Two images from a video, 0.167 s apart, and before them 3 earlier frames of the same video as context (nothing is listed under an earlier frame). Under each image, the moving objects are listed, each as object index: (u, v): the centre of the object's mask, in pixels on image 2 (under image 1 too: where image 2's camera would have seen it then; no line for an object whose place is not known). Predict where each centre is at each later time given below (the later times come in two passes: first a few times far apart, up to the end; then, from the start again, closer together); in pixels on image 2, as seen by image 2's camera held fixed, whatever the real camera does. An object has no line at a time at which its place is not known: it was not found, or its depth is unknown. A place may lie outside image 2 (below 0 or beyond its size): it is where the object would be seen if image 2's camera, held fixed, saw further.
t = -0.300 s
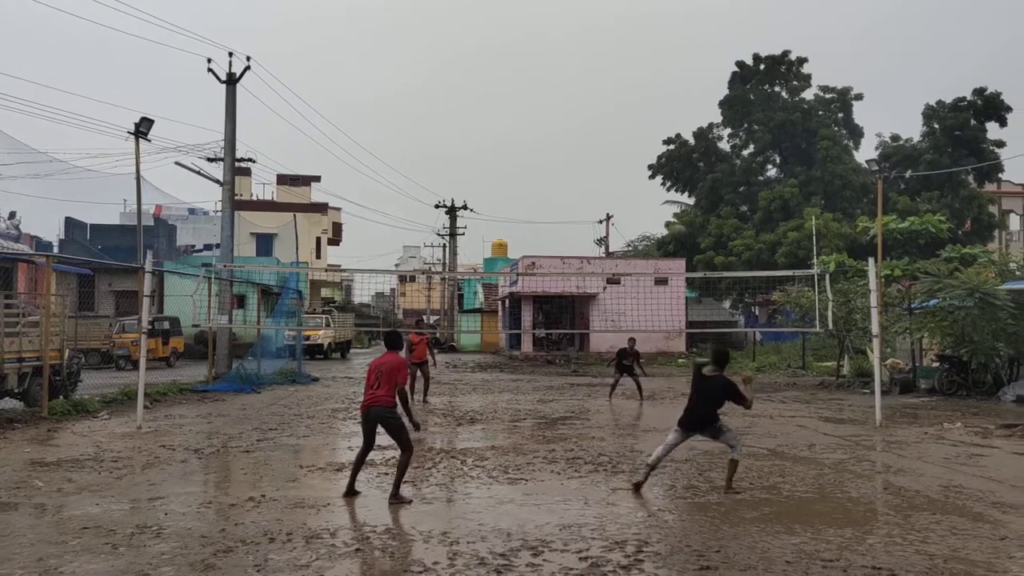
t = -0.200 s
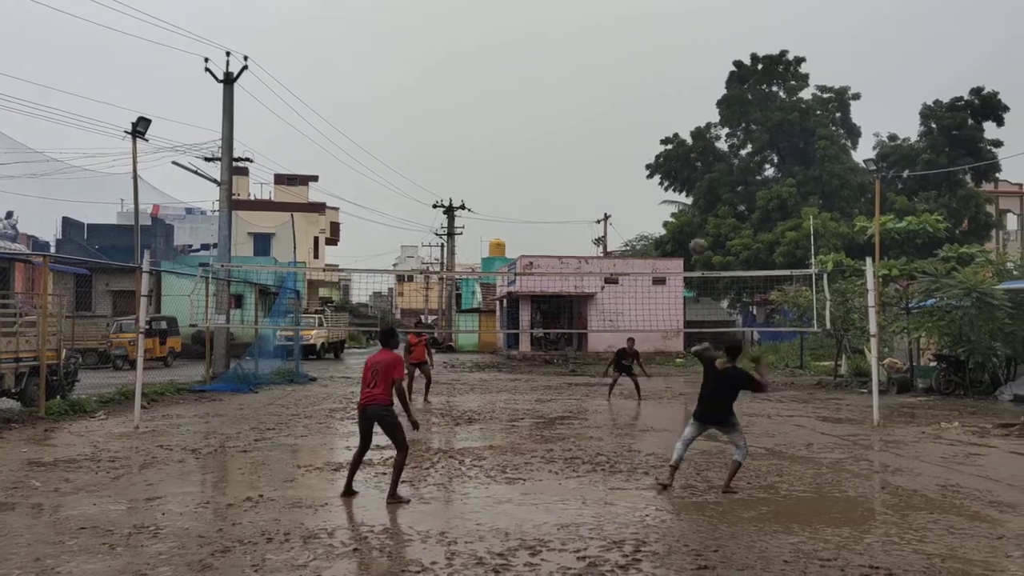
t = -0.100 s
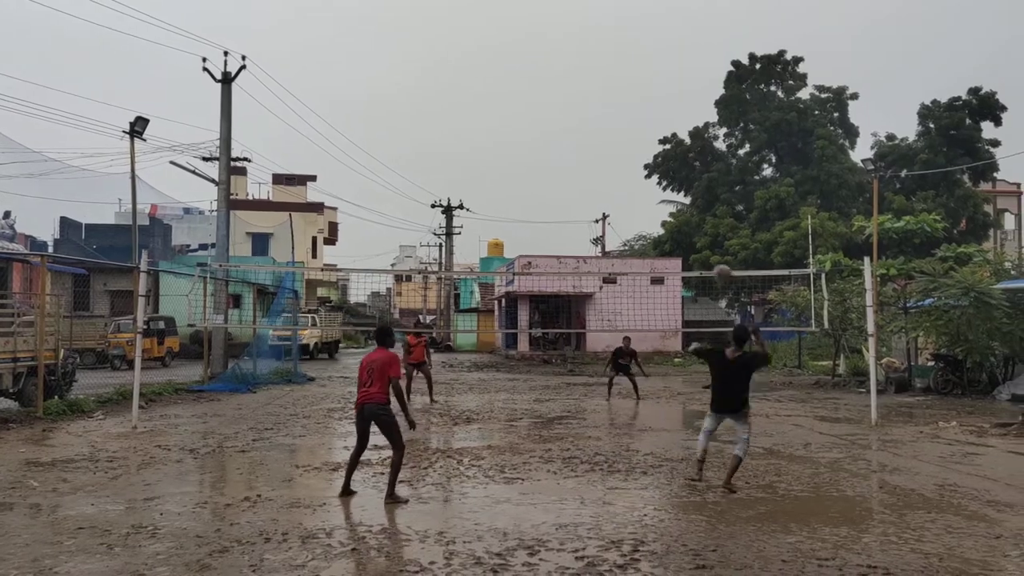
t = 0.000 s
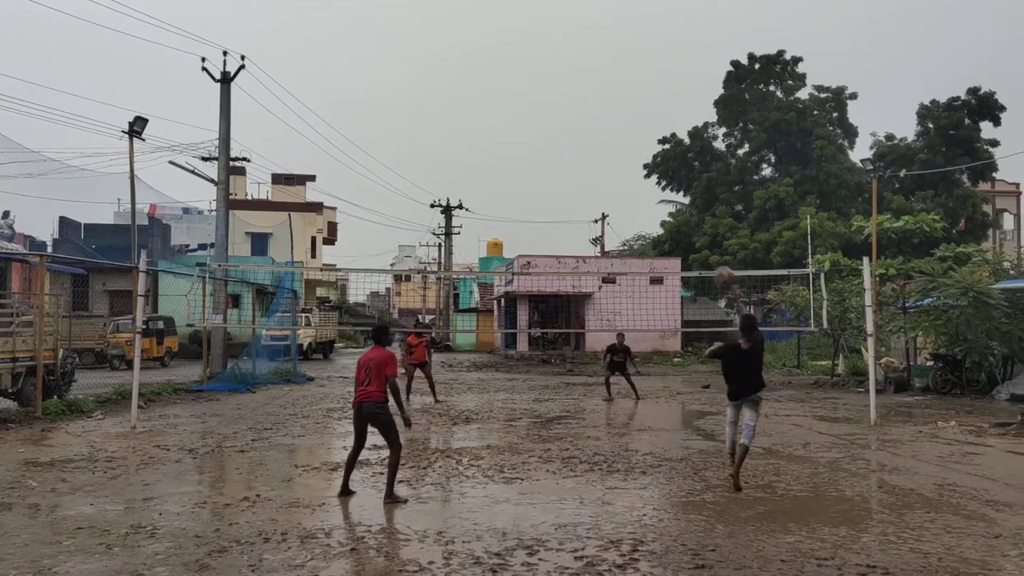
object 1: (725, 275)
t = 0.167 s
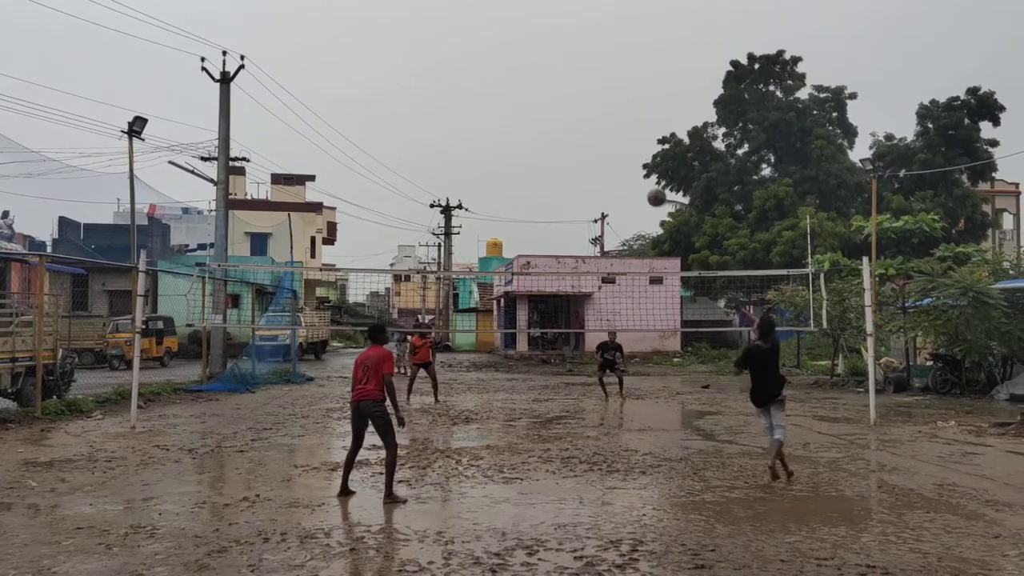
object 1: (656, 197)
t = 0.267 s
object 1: (620, 164)
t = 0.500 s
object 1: (540, 124)
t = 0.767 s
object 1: (459, 133)
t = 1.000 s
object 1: (396, 182)
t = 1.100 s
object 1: (371, 213)
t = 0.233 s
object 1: (632, 174)
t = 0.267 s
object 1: (620, 164)
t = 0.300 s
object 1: (608, 156)
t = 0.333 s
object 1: (596, 148)
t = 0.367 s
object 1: (585, 141)
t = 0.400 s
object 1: (573, 135)
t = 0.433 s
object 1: (562, 130)
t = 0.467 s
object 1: (550, 127)
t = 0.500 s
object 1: (540, 124)
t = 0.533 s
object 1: (529, 122)
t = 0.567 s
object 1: (519, 122)
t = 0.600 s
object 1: (509, 121)
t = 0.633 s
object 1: (499, 122)
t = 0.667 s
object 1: (489, 124)
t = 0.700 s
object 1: (479, 126)
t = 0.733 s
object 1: (469, 129)
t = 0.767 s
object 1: (459, 133)
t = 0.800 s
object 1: (450, 138)
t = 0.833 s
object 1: (440, 144)
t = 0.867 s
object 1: (431, 150)
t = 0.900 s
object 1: (422, 157)
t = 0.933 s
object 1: (413, 165)
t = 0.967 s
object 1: (404, 173)
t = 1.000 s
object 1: (396, 182)
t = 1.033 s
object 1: (387, 192)
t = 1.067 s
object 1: (379, 203)
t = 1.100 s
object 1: (371, 213)
